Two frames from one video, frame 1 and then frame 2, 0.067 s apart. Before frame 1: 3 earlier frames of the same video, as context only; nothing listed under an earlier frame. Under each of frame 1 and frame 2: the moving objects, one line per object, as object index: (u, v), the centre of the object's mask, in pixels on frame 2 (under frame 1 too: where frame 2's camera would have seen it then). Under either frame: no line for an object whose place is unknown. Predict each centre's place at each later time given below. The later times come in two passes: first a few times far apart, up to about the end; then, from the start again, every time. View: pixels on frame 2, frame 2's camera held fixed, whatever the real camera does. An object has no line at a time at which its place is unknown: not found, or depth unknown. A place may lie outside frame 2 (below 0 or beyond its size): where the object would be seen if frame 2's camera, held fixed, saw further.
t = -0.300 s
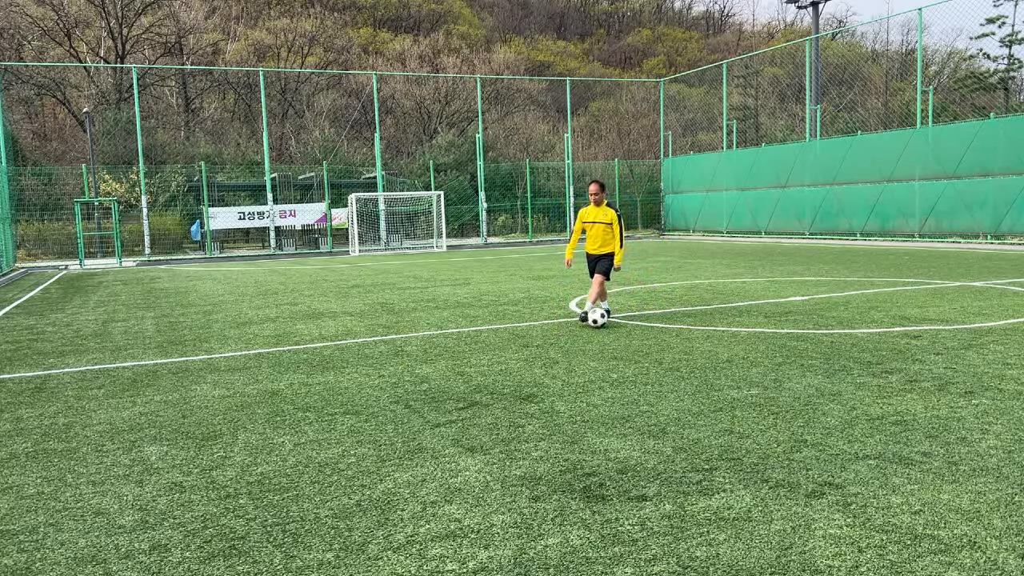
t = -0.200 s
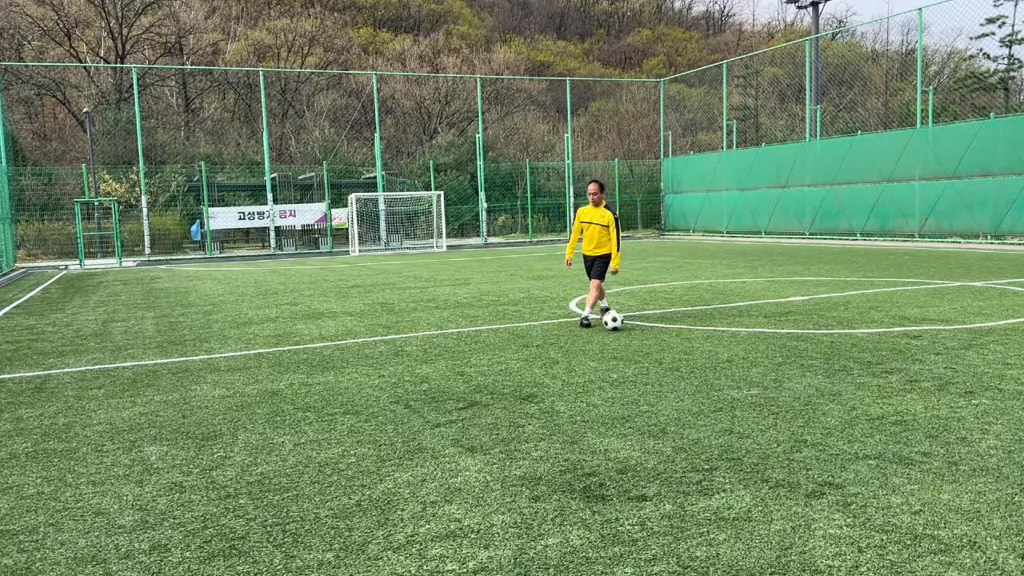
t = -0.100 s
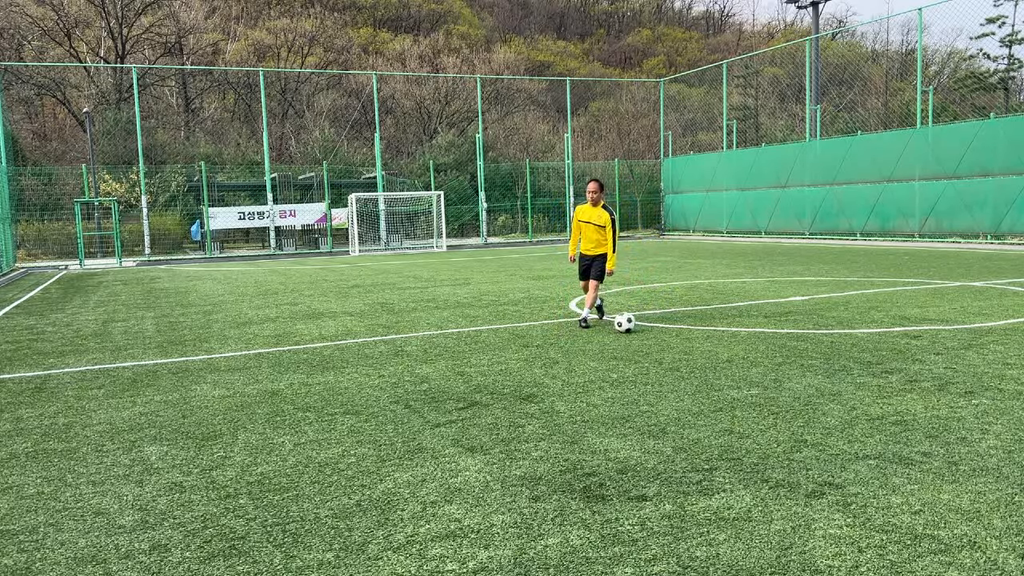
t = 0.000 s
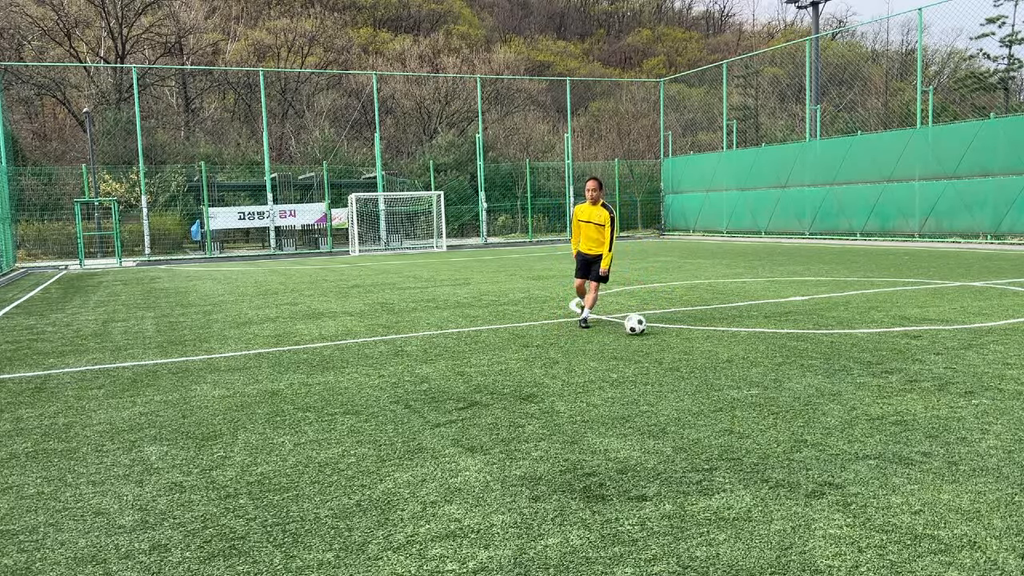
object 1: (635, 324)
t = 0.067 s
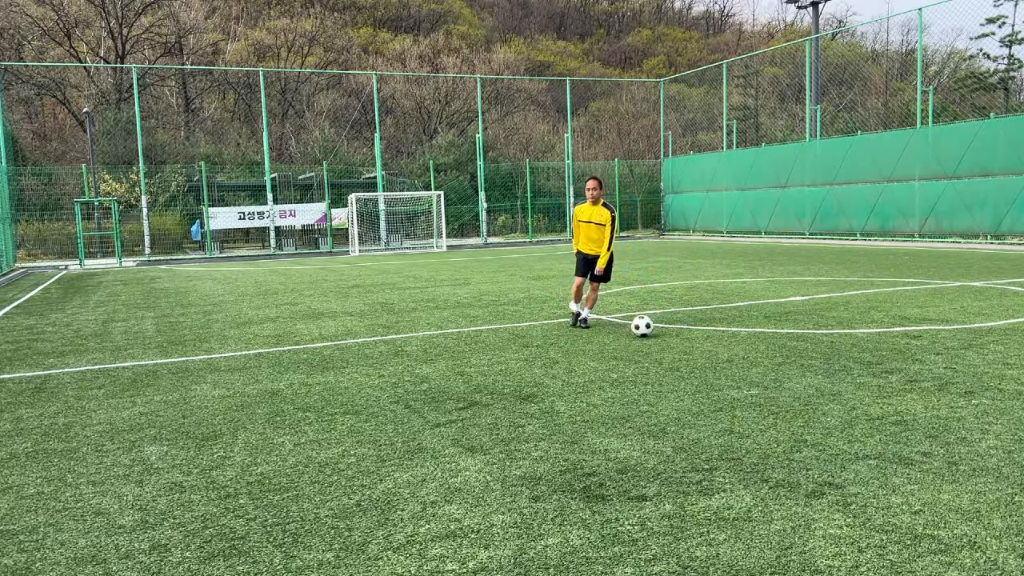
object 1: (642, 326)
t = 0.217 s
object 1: (658, 330)
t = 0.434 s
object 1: (683, 335)
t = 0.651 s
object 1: (709, 341)
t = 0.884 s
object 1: (739, 349)
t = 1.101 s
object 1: (768, 357)
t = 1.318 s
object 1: (801, 364)
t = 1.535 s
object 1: (834, 372)
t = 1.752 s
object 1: (871, 380)
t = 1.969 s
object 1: (910, 389)
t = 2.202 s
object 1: (957, 401)
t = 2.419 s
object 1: (1003, 411)
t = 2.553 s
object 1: (1018, 417)
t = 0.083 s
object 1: (644, 326)
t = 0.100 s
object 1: (646, 327)
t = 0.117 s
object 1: (647, 328)
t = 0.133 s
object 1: (649, 328)
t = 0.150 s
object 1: (651, 328)
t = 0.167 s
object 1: (653, 329)
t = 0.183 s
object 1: (655, 329)
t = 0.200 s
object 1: (656, 329)
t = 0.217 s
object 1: (658, 330)
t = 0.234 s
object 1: (660, 330)
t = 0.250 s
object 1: (662, 331)
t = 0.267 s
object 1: (664, 331)
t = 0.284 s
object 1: (666, 332)
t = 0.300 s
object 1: (668, 332)
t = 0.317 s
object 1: (670, 333)
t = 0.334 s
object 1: (671, 333)
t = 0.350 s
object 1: (673, 333)
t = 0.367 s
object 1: (675, 334)
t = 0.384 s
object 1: (677, 334)
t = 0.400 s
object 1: (679, 335)
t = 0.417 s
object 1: (681, 335)
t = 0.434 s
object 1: (683, 335)
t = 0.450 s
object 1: (685, 336)
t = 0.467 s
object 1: (687, 336)
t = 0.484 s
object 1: (689, 337)
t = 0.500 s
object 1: (691, 337)
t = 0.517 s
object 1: (693, 338)
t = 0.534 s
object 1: (695, 338)
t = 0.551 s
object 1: (697, 338)
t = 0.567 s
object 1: (699, 339)
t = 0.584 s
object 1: (701, 340)
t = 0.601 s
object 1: (703, 340)
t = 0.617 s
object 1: (705, 341)
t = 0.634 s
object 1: (707, 341)
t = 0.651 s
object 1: (709, 341)
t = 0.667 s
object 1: (711, 342)
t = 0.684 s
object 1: (714, 342)
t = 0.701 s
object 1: (716, 343)
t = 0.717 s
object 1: (718, 344)
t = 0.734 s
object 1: (720, 344)
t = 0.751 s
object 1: (722, 345)
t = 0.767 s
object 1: (724, 345)
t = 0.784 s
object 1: (726, 346)
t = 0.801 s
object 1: (728, 346)
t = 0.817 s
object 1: (730, 347)
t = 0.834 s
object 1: (732, 347)
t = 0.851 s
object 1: (735, 348)
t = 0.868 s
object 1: (737, 349)
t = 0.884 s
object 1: (739, 349)
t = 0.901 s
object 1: (741, 350)
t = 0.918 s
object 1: (744, 350)
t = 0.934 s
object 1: (746, 351)
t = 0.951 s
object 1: (748, 351)
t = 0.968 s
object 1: (750, 352)
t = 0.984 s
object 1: (753, 352)
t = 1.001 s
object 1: (755, 353)
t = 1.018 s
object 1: (757, 353)
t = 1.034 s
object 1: (760, 355)
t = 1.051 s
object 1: (762, 355)
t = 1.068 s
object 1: (764, 356)
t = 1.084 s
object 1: (766, 356)
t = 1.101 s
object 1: (768, 357)
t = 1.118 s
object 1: (771, 357)
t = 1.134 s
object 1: (773, 357)
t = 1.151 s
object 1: (776, 358)
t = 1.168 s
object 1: (778, 359)
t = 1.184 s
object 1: (781, 360)
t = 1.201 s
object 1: (783, 360)
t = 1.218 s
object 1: (785, 360)
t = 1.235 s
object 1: (788, 361)
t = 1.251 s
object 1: (790, 361)
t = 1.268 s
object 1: (793, 362)
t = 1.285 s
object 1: (795, 363)
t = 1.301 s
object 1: (798, 363)
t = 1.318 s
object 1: (801, 364)
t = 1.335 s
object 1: (803, 365)
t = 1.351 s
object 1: (805, 365)
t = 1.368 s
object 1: (808, 366)
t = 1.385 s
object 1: (811, 367)
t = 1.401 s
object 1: (814, 368)
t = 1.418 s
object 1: (816, 368)
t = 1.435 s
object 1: (819, 369)
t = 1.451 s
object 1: (821, 369)
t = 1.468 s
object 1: (824, 370)
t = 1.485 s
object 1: (826, 370)
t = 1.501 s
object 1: (829, 371)
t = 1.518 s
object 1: (832, 371)
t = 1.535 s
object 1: (834, 372)
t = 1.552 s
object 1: (837, 373)
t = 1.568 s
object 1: (840, 373)
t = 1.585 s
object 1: (843, 374)
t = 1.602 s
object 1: (845, 374)
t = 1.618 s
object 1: (848, 375)
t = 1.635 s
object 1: (851, 375)
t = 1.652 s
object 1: (854, 376)
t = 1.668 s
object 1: (857, 377)
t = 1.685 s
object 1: (860, 377)
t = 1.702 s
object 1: (863, 377)
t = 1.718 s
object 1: (866, 378)
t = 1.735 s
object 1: (868, 379)
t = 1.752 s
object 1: (871, 380)
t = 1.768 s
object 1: (874, 380)
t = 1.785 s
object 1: (878, 381)
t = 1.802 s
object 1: (880, 382)
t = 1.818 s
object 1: (883, 383)
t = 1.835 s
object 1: (886, 383)
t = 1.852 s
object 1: (889, 384)
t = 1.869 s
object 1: (892, 385)
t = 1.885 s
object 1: (895, 386)
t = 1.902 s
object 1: (898, 386)
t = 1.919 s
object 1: (901, 387)
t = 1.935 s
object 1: (904, 387)
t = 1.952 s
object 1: (907, 388)
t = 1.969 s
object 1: (910, 389)
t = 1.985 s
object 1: (914, 390)
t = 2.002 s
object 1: (917, 391)
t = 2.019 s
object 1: (920, 392)
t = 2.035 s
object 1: (923, 392)
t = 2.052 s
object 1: (926, 393)
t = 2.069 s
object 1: (929, 394)
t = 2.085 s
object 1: (933, 395)
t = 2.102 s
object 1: (936, 396)
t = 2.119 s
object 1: (939, 396)
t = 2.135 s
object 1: (942, 397)
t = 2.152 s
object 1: (946, 398)
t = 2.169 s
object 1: (950, 400)
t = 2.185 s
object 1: (953, 400)
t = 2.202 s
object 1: (957, 401)
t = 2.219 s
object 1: (960, 401)
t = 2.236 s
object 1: (964, 402)
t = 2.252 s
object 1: (967, 403)
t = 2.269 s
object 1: (971, 404)
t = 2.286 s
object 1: (975, 405)
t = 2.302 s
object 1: (978, 406)
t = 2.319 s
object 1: (982, 407)
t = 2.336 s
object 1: (985, 407)
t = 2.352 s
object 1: (988, 409)
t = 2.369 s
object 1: (992, 409)
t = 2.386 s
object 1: (996, 410)
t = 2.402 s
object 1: (1000, 410)
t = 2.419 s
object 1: (1003, 411)
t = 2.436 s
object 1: (1005, 412)
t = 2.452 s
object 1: (1007, 413)
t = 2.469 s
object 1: (1009, 414)
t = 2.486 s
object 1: (1011, 414)
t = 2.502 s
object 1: (1013, 415)
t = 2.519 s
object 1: (1014, 415)
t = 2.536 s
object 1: (1016, 416)
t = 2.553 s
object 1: (1018, 417)
